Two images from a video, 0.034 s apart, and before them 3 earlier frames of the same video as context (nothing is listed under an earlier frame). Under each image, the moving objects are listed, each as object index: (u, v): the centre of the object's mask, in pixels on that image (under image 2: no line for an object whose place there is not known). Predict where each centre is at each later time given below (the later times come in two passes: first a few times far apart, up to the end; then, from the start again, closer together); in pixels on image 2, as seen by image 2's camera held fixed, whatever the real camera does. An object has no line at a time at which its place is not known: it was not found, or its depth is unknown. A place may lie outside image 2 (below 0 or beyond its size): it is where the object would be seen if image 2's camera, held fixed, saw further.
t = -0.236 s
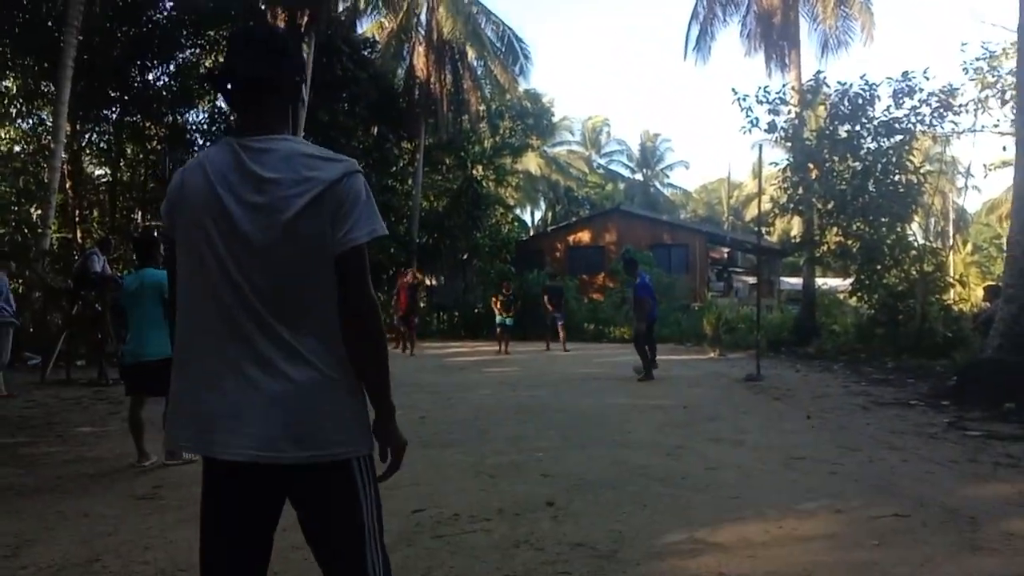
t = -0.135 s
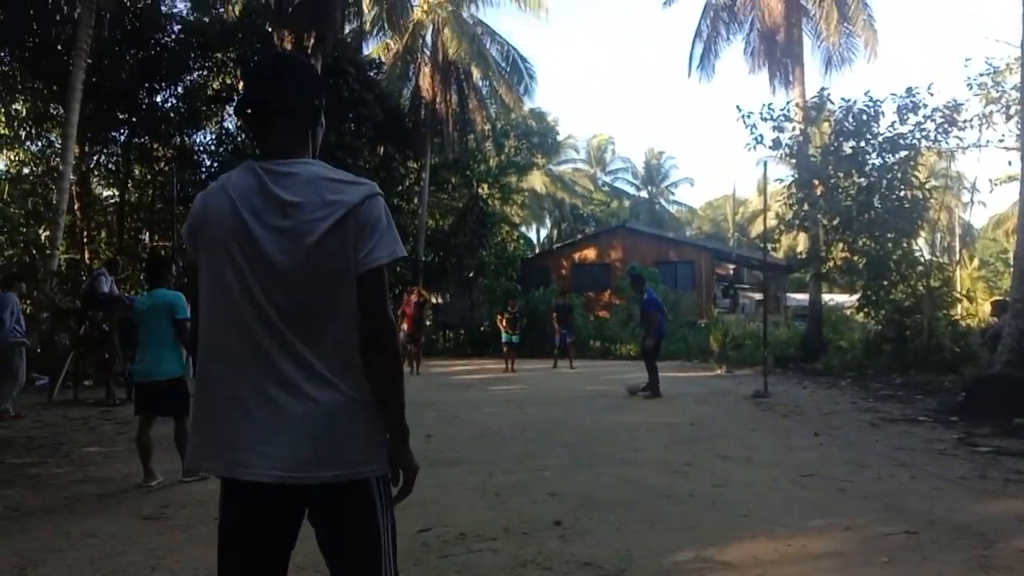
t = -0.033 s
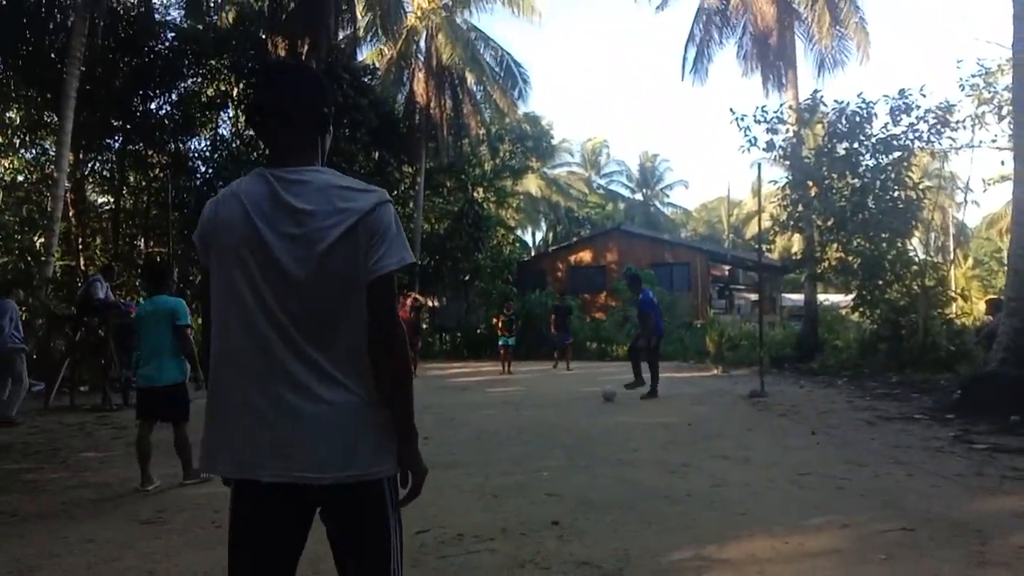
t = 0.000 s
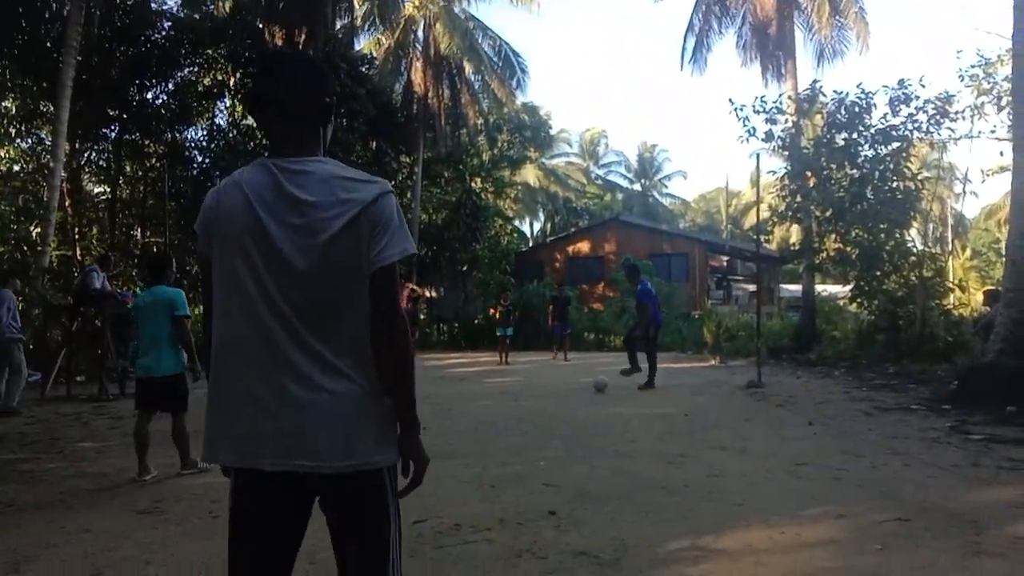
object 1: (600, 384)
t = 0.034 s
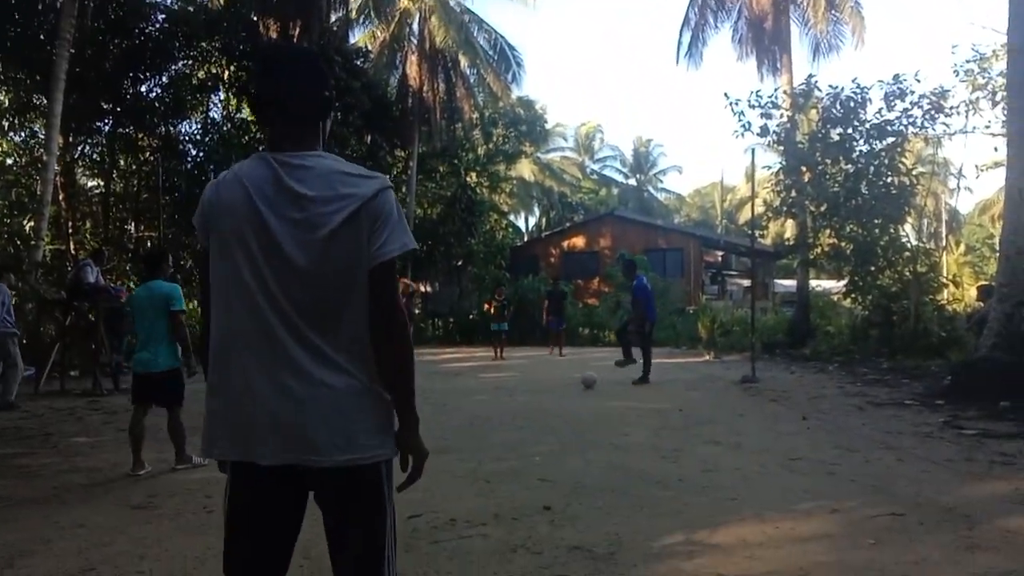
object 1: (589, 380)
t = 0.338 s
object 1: (539, 390)
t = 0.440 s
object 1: (526, 394)
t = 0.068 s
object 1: (582, 382)
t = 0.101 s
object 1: (576, 383)
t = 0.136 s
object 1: (571, 385)
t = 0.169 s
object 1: (565, 386)
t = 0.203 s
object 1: (560, 388)
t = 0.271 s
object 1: (549, 390)
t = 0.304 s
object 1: (543, 390)
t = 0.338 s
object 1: (539, 390)
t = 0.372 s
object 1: (534, 391)
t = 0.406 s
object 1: (530, 393)
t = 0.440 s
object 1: (526, 394)
